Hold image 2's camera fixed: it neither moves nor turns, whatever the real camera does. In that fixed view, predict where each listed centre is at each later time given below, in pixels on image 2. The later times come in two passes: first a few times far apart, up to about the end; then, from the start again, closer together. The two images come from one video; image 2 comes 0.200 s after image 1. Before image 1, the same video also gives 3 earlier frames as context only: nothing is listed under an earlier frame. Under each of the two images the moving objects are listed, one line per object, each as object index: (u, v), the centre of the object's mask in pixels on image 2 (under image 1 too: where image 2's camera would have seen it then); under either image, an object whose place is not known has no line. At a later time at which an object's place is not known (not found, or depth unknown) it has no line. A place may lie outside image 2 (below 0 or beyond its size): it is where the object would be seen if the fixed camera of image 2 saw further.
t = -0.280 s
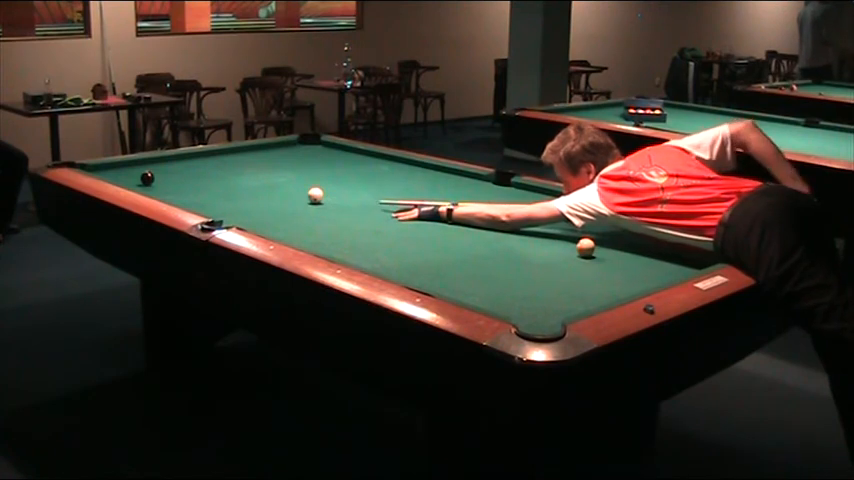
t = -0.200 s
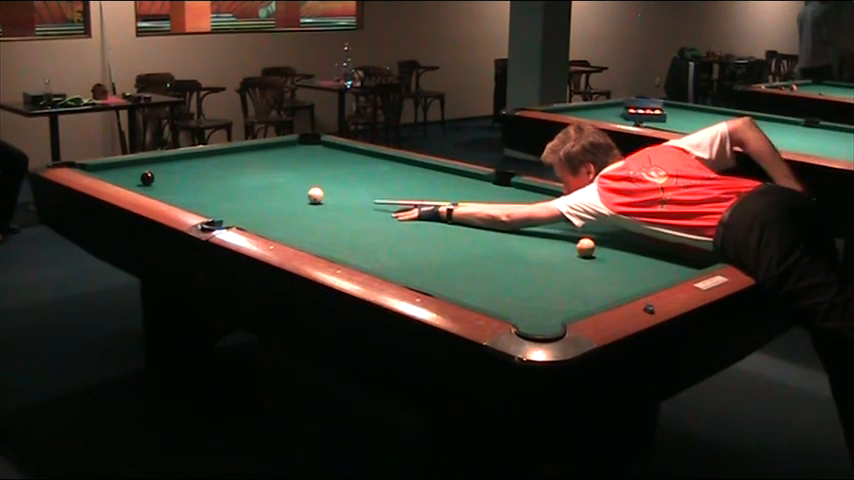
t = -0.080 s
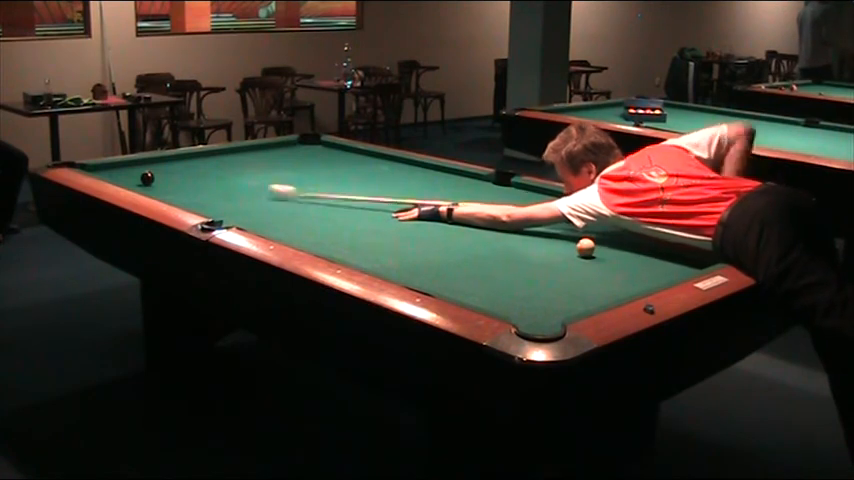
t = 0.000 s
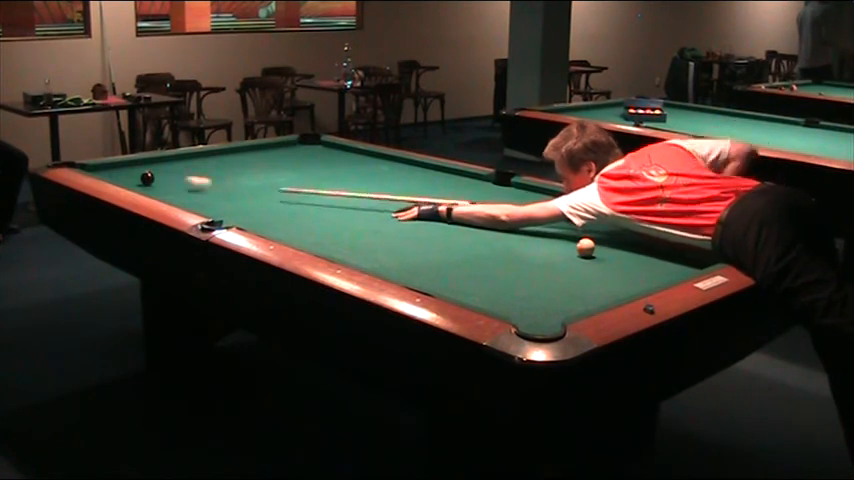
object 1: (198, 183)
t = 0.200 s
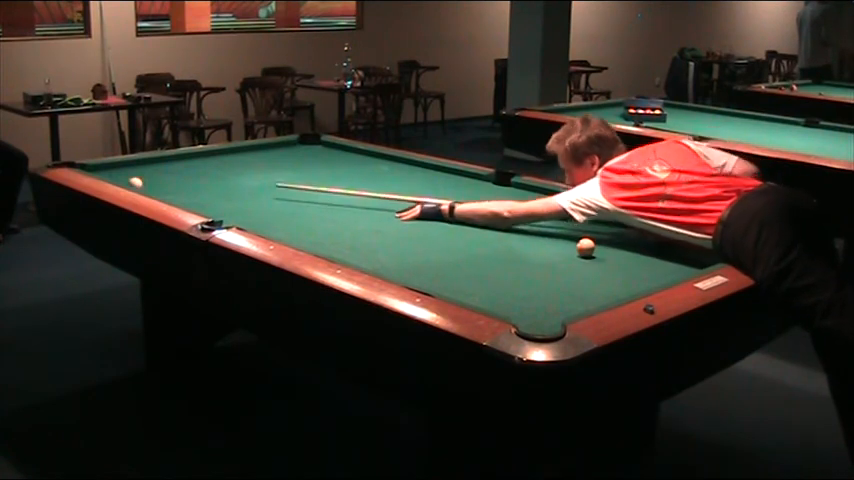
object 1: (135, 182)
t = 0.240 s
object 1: (132, 183)
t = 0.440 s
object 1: (154, 186)
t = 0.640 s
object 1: (177, 188)
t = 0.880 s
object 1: (203, 190)
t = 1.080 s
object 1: (225, 192)
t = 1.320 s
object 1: (251, 193)
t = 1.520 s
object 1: (271, 194)
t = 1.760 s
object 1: (295, 196)
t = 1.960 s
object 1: (314, 197)
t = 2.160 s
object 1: (333, 199)
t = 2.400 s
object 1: (354, 200)
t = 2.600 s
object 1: (371, 201)
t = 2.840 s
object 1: (390, 202)
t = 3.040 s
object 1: (406, 203)
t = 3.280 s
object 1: (423, 204)
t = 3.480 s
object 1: (437, 205)
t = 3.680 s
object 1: (449, 205)
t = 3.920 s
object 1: (465, 206)
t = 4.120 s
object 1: (475, 207)
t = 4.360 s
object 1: (487, 208)
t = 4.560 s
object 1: (497, 208)
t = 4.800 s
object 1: (507, 209)
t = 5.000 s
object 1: (514, 210)
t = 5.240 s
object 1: (522, 210)
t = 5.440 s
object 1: (527, 210)
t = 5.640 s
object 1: (532, 210)
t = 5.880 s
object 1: (537, 211)
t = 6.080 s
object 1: (539, 211)
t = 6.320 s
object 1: (541, 211)
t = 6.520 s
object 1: (542, 211)
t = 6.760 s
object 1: (541, 211)
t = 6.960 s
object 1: (541, 211)
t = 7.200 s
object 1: (541, 211)
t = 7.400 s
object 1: (541, 211)
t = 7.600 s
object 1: (541, 211)
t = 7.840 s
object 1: (541, 211)
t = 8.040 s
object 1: (541, 211)
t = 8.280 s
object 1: (541, 211)
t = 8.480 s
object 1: (541, 211)
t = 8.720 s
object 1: (541, 211)
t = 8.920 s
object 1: (541, 211)
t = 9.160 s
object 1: (541, 211)
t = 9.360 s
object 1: (541, 211)
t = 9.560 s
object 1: (541, 211)
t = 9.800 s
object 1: (541, 211)
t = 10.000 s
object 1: (541, 211)
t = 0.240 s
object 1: (132, 183)
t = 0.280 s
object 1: (136, 183)
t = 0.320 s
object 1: (141, 184)
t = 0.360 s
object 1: (145, 184)
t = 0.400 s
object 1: (149, 186)
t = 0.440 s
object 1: (154, 186)
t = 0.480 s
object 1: (159, 187)
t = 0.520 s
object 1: (163, 188)
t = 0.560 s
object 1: (168, 188)
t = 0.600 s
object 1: (173, 188)
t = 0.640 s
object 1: (177, 188)
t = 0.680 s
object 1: (181, 189)
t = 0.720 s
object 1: (186, 189)
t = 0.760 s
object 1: (190, 189)
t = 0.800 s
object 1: (194, 190)
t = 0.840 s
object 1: (199, 190)
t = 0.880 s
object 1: (203, 190)
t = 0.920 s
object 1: (208, 190)
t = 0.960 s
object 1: (212, 190)
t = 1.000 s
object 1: (216, 191)
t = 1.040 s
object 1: (221, 191)
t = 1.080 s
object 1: (225, 192)
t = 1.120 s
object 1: (230, 192)
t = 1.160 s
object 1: (234, 192)
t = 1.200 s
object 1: (238, 192)
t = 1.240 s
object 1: (242, 193)
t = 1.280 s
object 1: (247, 193)
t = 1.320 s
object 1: (251, 193)
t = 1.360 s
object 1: (255, 193)
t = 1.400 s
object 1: (259, 194)
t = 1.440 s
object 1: (263, 194)
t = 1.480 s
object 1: (267, 194)
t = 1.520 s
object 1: (271, 194)
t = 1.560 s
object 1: (275, 195)
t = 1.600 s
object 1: (279, 195)
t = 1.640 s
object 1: (283, 195)
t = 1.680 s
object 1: (287, 196)
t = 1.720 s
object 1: (291, 196)
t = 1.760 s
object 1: (295, 196)
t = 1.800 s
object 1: (299, 196)
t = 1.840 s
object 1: (303, 197)
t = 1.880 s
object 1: (307, 197)
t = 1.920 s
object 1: (311, 197)
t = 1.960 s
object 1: (314, 197)
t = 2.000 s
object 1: (318, 197)
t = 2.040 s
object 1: (322, 198)
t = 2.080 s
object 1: (325, 198)
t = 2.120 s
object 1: (329, 198)
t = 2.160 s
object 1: (333, 199)
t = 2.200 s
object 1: (336, 199)
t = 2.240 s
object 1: (340, 199)
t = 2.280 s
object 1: (343, 199)
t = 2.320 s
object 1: (347, 199)
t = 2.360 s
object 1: (350, 199)
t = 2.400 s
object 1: (354, 200)
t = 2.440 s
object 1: (358, 200)
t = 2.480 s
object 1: (361, 200)
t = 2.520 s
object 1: (364, 200)
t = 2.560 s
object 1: (368, 201)
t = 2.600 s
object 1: (371, 201)
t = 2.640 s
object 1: (374, 201)
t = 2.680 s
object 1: (377, 201)
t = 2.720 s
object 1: (381, 202)
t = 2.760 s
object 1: (384, 202)
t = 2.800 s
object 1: (388, 202)
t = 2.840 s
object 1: (390, 202)
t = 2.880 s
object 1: (394, 202)
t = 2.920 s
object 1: (397, 202)
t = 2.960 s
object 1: (400, 202)
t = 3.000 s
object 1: (403, 202)
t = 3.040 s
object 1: (406, 203)
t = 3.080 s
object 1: (409, 203)
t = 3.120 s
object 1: (412, 203)
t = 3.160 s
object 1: (415, 203)
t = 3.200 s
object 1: (417, 204)
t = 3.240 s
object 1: (420, 204)
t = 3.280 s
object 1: (423, 204)
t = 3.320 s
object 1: (426, 204)
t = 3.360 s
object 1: (429, 204)
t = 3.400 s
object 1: (431, 204)
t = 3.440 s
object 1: (434, 205)
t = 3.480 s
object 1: (437, 205)
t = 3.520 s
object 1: (439, 205)
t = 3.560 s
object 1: (442, 205)
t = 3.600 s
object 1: (444, 205)
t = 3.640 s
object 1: (447, 205)
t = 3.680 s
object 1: (449, 205)
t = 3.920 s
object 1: (465, 206)
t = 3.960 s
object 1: (466, 207)
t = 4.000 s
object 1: (469, 207)
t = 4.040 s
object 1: (471, 207)
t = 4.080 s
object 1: (473, 207)
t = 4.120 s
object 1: (475, 207)
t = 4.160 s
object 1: (477, 208)
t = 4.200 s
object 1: (479, 208)
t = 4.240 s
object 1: (481, 208)
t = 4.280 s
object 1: (483, 208)
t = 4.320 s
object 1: (485, 208)
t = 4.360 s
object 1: (487, 208)
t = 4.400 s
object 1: (489, 208)
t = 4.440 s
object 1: (491, 208)
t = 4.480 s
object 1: (493, 208)
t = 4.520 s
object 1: (495, 208)
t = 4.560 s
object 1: (497, 208)
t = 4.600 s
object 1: (498, 209)
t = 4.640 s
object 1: (500, 209)
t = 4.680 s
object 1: (502, 209)
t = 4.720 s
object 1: (504, 209)
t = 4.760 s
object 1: (505, 209)
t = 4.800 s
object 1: (507, 209)
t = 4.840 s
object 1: (508, 209)
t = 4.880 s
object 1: (510, 209)
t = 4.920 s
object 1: (511, 209)
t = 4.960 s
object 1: (513, 209)
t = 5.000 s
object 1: (514, 210)
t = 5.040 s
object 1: (516, 210)
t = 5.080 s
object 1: (517, 210)
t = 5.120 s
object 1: (518, 210)
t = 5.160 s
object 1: (520, 210)
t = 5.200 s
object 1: (521, 210)
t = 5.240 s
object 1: (522, 210)
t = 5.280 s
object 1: (523, 210)
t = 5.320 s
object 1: (524, 210)
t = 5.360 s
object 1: (525, 210)
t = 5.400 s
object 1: (526, 210)
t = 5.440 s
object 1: (527, 210)
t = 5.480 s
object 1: (528, 210)
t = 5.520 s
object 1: (529, 210)
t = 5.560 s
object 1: (531, 210)
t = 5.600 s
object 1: (531, 210)
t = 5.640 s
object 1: (532, 210)
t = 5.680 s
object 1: (533, 211)
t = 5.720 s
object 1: (534, 211)
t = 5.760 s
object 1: (535, 211)
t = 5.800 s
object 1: (535, 211)
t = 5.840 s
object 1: (536, 211)
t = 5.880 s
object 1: (537, 211)
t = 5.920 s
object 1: (537, 211)
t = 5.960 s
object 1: (538, 211)
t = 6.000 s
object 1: (538, 211)
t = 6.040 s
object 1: (539, 211)
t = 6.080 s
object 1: (539, 211)
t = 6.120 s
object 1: (540, 211)
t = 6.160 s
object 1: (540, 211)
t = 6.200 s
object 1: (540, 211)
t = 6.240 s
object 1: (540, 211)
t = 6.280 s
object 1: (541, 211)
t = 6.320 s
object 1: (541, 211)
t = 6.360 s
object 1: (541, 211)
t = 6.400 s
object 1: (542, 211)
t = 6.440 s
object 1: (542, 211)
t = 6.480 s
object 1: (542, 211)
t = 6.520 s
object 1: (542, 211)
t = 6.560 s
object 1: (542, 211)
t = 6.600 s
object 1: (542, 211)
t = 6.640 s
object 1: (542, 211)
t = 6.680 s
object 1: (542, 211)
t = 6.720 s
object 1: (542, 211)
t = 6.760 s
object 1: (541, 211)
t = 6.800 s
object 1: (541, 211)
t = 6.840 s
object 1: (541, 211)
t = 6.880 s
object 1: (541, 211)
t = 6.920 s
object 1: (541, 211)
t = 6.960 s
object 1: (541, 211)
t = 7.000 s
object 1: (541, 211)
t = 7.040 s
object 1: (541, 211)
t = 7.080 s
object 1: (541, 211)
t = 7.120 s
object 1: (541, 211)
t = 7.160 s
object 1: (541, 211)
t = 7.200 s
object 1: (541, 211)
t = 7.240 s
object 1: (541, 211)
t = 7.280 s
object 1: (541, 211)
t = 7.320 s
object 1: (541, 211)
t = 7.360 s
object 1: (541, 211)
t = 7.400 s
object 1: (541, 211)
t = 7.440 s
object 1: (541, 211)
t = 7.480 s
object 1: (541, 211)
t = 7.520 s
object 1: (541, 211)
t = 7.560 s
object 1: (541, 211)
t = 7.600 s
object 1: (541, 211)
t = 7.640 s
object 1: (541, 211)
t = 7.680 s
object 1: (541, 211)
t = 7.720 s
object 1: (541, 211)
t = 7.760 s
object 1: (541, 211)
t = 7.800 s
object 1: (541, 211)
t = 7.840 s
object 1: (541, 211)
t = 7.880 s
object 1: (541, 211)
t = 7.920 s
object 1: (541, 211)
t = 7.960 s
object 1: (541, 211)
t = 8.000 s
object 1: (541, 211)
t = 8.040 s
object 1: (541, 211)
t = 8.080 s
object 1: (541, 211)
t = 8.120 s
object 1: (541, 211)
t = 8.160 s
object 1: (541, 211)
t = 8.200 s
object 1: (541, 211)
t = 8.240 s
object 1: (541, 211)
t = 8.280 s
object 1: (541, 211)
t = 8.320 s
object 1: (541, 211)
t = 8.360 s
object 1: (541, 211)
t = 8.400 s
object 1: (541, 211)
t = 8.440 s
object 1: (541, 211)
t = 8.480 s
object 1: (541, 211)
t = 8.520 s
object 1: (541, 211)
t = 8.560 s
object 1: (541, 211)
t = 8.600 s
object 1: (541, 211)
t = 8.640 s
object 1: (541, 211)
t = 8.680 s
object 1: (541, 211)
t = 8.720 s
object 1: (541, 211)
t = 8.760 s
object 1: (541, 211)
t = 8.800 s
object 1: (541, 211)
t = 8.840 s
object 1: (541, 211)
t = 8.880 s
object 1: (541, 211)
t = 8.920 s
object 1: (541, 211)
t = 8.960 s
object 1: (541, 211)
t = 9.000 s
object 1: (541, 211)
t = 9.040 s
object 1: (541, 211)
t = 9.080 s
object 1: (541, 211)
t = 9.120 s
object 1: (541, 211)
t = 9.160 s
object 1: (541, 211)
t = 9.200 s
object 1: (541, 211)
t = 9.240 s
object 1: (541, 211)
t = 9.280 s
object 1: (541, 211)
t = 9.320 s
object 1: (541, 211)
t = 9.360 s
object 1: (541, 211)
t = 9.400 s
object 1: (541, 211)
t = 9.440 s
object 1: (541, 211)
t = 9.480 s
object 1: (541, 211)
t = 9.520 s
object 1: (541, 211)
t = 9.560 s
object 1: (541, 211)
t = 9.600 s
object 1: (541, 211)
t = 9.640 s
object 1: (541, 211)
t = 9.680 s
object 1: (541, 211)
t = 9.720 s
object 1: (541, 211)
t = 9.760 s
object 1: (541, 211)
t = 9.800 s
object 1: (541, 211)
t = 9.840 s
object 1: (541, 211)
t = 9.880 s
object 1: (541, 211)
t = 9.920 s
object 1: (541, 211)
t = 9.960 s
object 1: (541, 211)
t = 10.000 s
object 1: (541, 211)
